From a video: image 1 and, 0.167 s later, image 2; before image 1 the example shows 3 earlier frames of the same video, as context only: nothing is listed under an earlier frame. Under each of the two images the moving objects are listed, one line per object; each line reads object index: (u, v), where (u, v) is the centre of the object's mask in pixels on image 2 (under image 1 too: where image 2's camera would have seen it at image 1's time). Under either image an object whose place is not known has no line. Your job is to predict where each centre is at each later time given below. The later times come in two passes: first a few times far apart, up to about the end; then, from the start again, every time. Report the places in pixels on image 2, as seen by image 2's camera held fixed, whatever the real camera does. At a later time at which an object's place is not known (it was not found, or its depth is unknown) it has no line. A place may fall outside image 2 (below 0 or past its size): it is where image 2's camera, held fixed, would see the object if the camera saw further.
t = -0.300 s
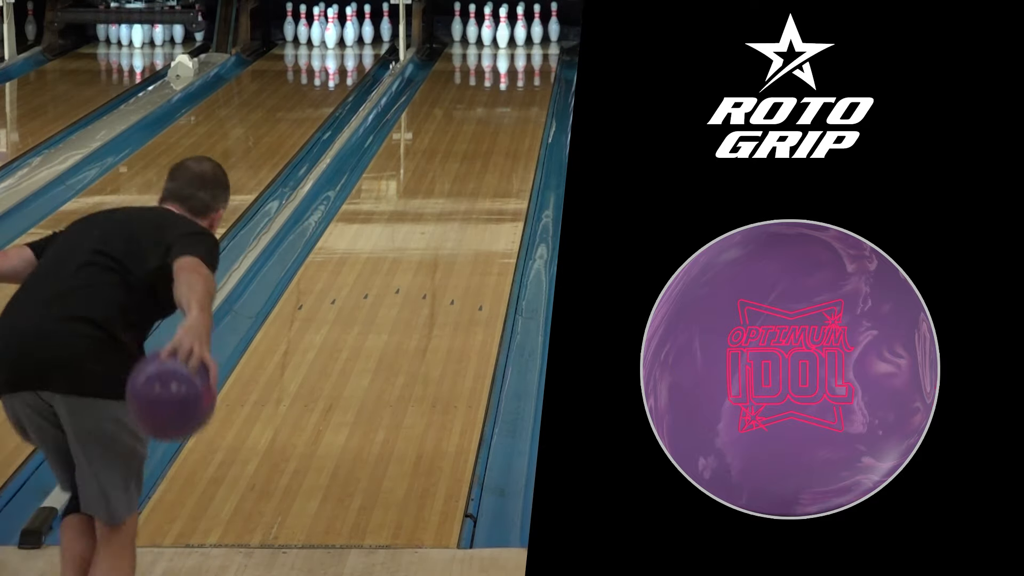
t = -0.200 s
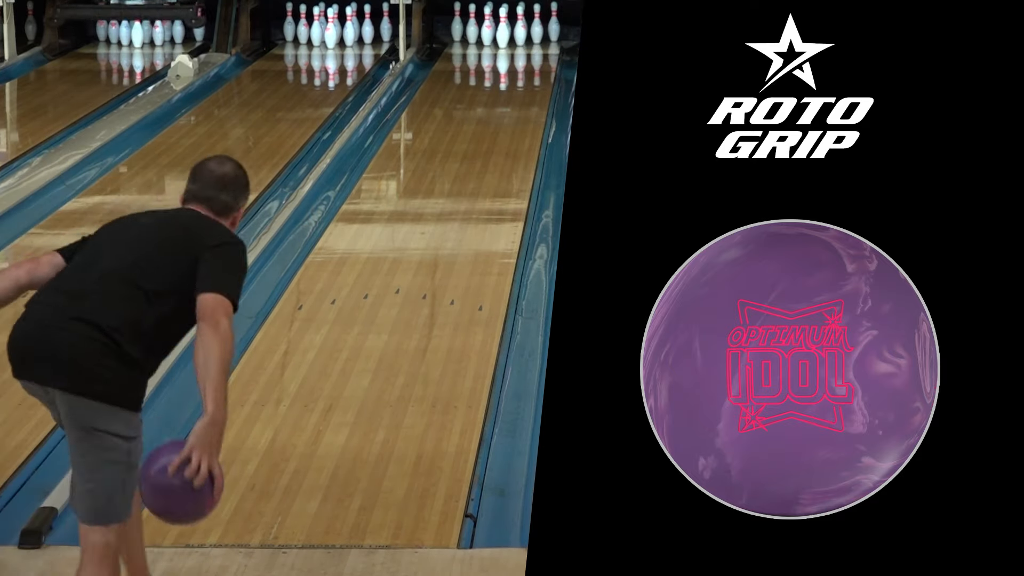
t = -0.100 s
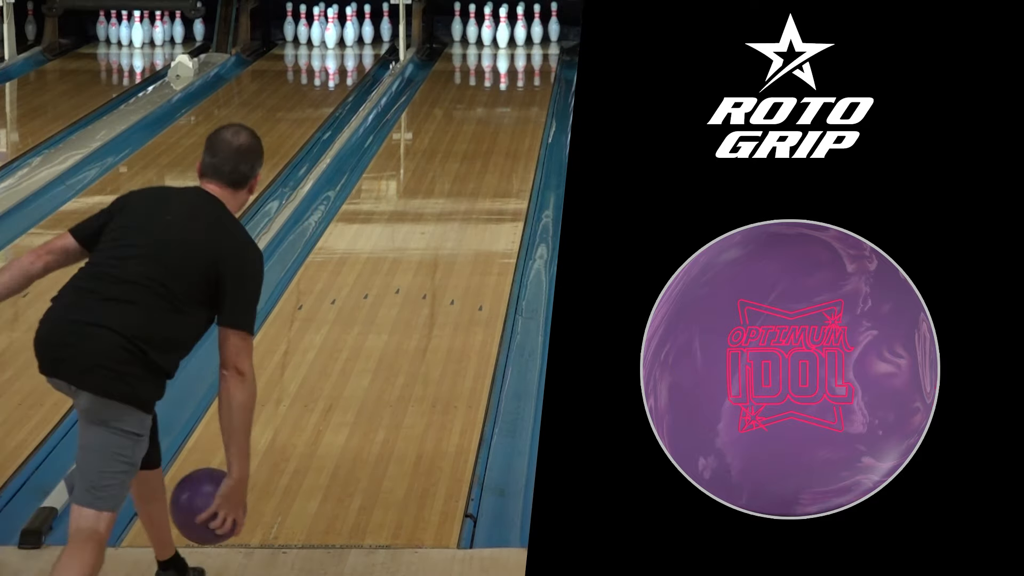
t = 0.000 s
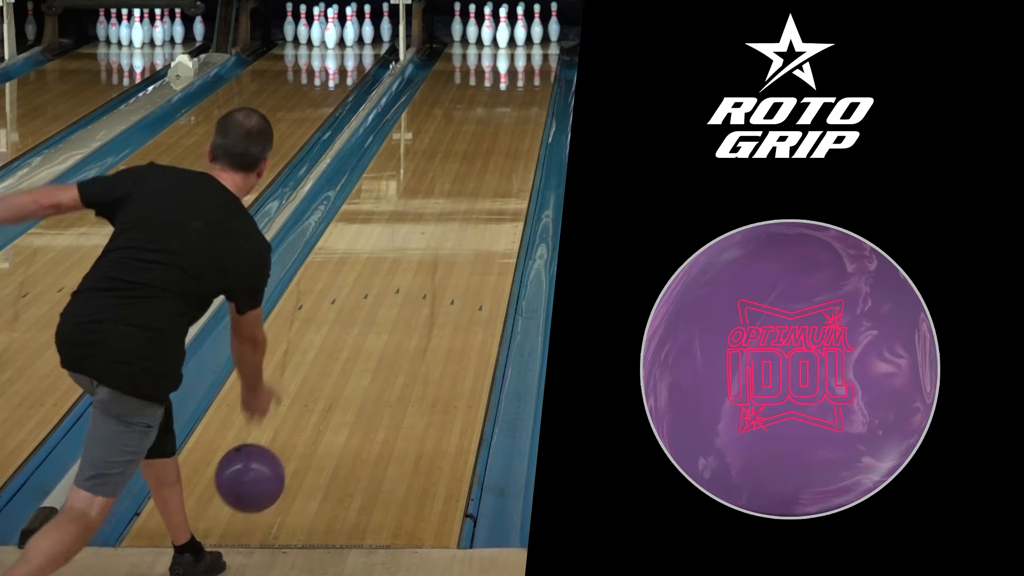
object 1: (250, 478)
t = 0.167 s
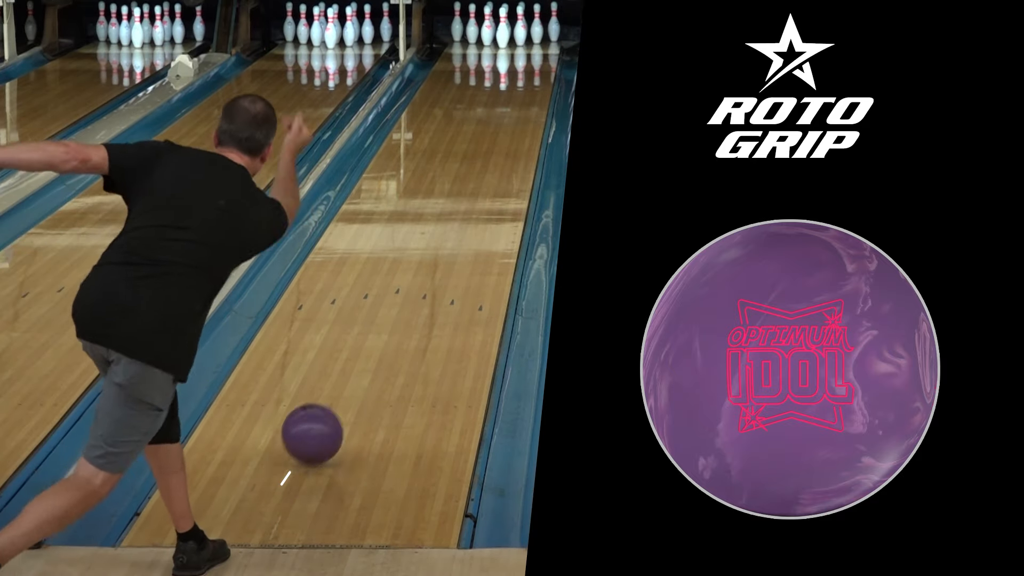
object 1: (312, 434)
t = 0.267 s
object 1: (342, 393)
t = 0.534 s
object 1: (404, 301)
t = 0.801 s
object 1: (448, 234)
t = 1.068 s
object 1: (481, 184)
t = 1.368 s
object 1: (508, 141)
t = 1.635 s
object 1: (523, 109)
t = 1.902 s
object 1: (529, 84)
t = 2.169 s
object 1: (527, 64)
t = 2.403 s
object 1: (519, 49)
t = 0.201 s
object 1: (323, 417)
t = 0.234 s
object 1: (333, 404)
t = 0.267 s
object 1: (342, 393)
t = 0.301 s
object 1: (351, 379)
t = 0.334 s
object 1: (360, 367)
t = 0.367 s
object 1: (368, 354)
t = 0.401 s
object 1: (376, 342)
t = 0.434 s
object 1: (383, 331)
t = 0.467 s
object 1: (391, 320)
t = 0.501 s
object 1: (397, 310)
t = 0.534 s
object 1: (404, 301)
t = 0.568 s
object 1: (410, 291)
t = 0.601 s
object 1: (416, 282)
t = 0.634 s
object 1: (422, 273)
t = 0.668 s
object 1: (428, 265)
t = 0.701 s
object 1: (433, 257)
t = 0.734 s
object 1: (438, 249)
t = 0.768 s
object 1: (443, 241)
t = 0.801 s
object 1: (448, 234)
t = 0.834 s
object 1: (453, 227)
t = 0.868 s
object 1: (457, 221)
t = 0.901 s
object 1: (462, 214)
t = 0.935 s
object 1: (466, 208)
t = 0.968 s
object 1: (470, 202)
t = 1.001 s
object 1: (474, 196)
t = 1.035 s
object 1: (478, 190)
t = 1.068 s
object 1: (481, 184)
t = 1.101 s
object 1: (485, 179)
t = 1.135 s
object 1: (488, 174)
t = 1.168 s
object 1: (491, 169)
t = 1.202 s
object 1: (494, 164)
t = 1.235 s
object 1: (497, 159)
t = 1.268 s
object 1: (500, 154)
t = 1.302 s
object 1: (503, 150)
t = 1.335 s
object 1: (505, 145)
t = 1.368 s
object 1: (508, 141)
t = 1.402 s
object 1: (510, 136)
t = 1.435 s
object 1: (512, 132)
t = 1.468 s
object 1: (514, 128)
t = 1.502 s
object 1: (516, 124)
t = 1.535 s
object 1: (518, 120)
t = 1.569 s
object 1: (520, 116)
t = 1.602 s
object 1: (521, 113)
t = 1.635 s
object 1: (523, 109)
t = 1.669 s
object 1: (524, 106)
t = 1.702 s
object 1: (525, 102)
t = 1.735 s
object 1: (526, 99)
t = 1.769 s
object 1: (527, 96)
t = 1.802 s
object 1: (527, 93)
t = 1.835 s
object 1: (528, 90)
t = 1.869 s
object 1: (529, 87)
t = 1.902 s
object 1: (529, 84)
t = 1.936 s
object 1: (530, 81)
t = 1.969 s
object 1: (530, 78)
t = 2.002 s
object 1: (530, 76)
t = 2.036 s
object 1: (529, 73)
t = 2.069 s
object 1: (529, 70)
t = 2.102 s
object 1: (528, 68)
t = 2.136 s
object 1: (528, 66)
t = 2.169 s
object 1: (527, 64)
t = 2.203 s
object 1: (527, 61)
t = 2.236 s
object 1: (526, 59)
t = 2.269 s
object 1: (524, 57)
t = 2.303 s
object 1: (523, 55)
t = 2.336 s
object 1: (522, 53)
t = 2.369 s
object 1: (521, 51)
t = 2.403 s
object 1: (519, 49)
